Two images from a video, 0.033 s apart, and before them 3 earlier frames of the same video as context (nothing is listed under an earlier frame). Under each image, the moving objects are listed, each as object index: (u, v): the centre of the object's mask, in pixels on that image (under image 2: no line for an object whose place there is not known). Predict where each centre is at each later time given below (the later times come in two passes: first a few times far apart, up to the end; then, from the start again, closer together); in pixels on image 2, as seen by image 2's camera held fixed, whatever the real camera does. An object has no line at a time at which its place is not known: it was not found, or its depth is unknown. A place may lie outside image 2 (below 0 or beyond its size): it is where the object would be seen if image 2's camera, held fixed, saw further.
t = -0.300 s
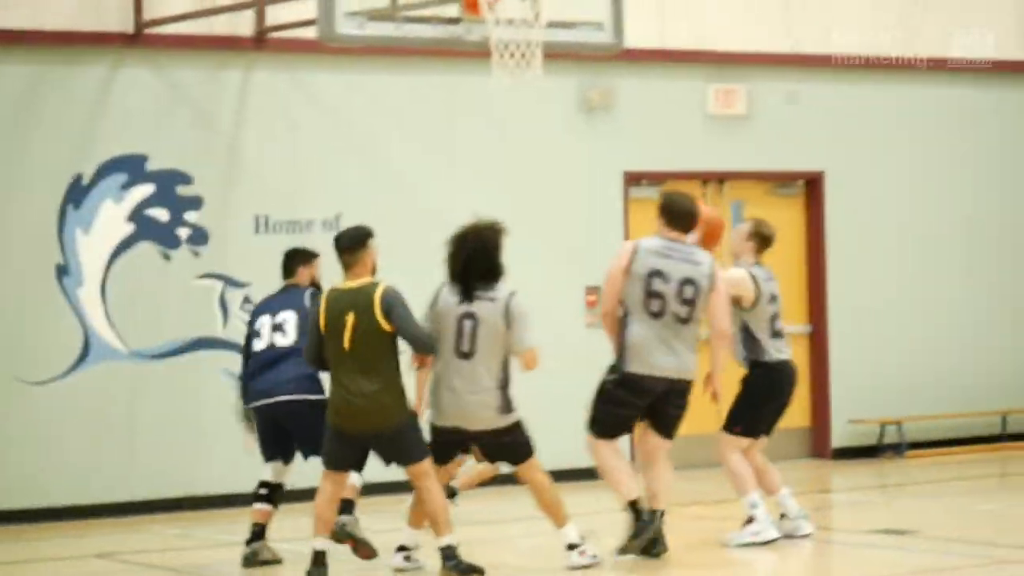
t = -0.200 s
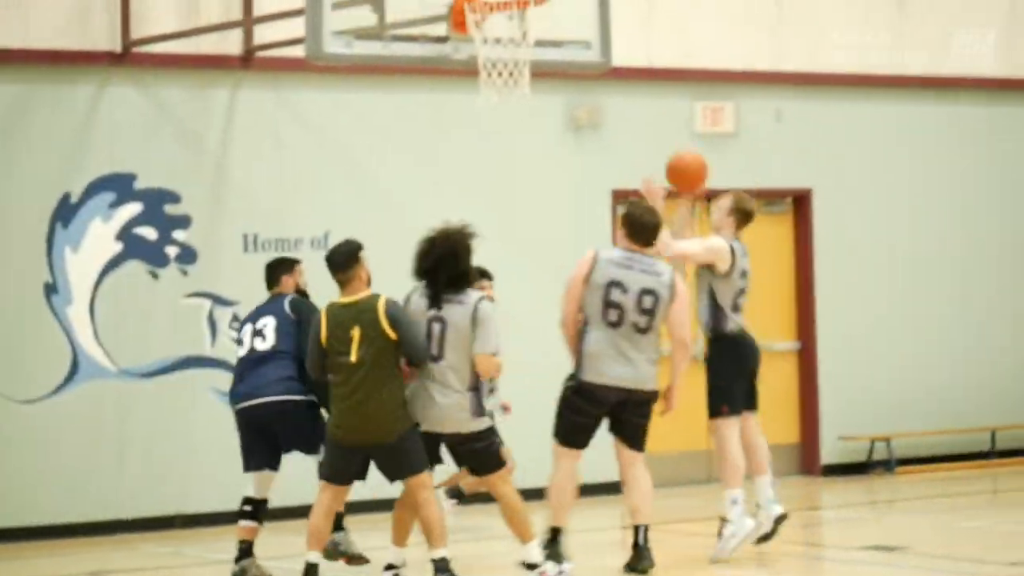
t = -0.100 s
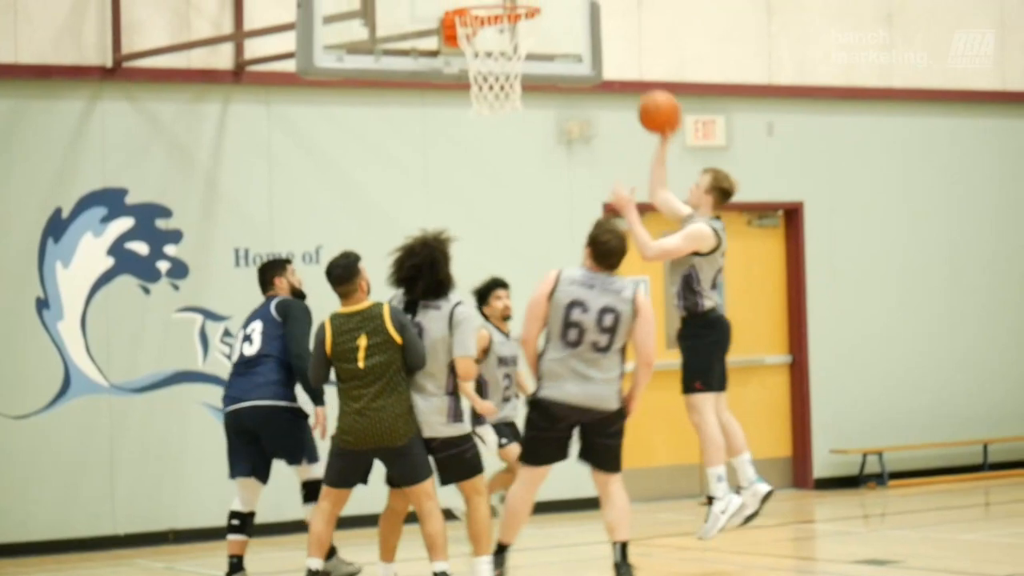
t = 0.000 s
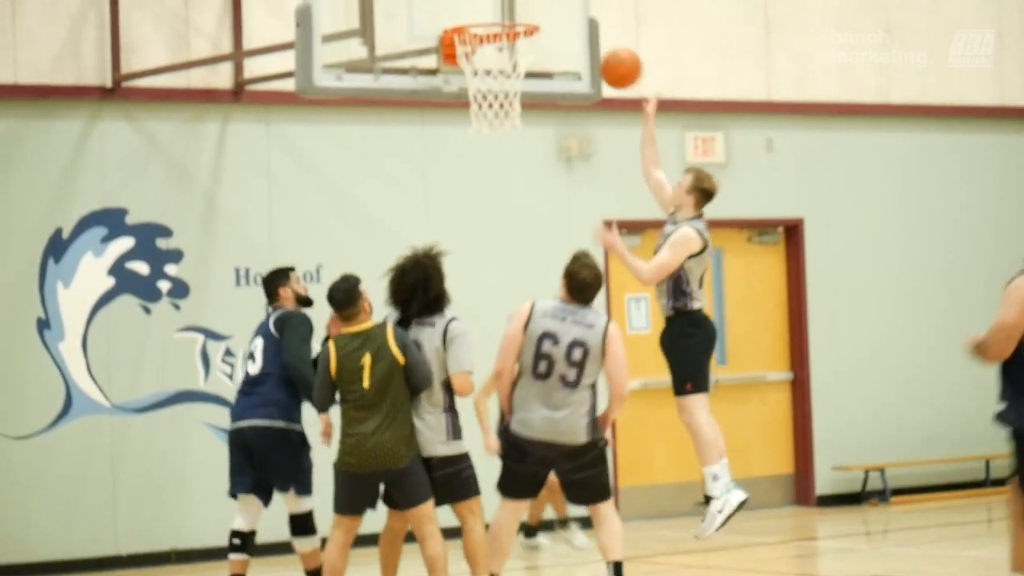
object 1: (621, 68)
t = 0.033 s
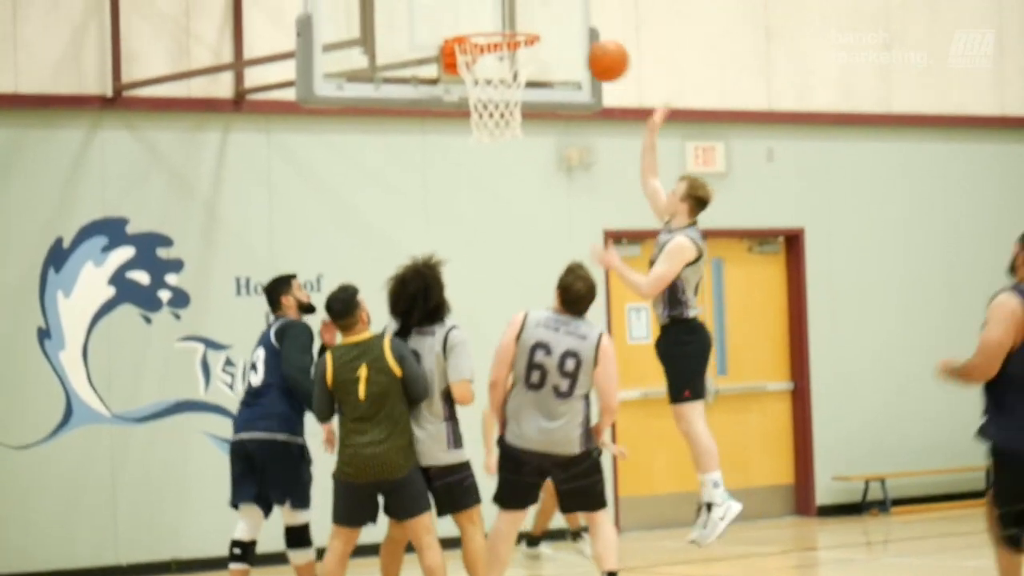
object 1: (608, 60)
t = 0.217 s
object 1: (535, 2)
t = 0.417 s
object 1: (517, 8)
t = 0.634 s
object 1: (495, 47)
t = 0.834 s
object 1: (482, 100)
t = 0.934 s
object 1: (487, 130)
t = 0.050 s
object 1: (601, 53)
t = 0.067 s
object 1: (595, 45)
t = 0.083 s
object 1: (588, 39)
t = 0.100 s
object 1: (581, 33)
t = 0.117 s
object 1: (575, 27)
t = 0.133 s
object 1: (568, 21)
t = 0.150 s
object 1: (561, 17)
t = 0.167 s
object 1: (555, 12)
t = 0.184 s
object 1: (548, 8)
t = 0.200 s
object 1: (542, 5)
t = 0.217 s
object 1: (535, 2)
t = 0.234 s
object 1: (528, 0)
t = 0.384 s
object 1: (518, 2)
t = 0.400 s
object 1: (518, 5)
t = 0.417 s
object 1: (517, 8)
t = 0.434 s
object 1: (517, 12)
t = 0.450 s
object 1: (516, 14)
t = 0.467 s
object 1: (516, 18)
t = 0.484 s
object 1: (514, 17)
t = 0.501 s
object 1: (511, 18)
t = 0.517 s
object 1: (509, 18)
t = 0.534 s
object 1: (507, 19)
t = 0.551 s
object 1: (505, 20)
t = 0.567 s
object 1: (503, 22)
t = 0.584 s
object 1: (500, 25)
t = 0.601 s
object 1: (498, 37)
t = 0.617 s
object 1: (497, 42)
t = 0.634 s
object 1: (495, 47)
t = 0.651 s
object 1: (494, 52)
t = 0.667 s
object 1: (491, 58)
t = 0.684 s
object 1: (490, 63)
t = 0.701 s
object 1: (487, 69)
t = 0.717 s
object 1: (486, 75)
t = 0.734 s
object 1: (484, 80)
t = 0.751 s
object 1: (484, 85)
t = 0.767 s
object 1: (483, 89)
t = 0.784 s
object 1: (483, 93)
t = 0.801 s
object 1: (482, 95)
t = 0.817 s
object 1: (483, 97)
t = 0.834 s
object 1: (482, 100)
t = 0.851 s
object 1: (483, 103)
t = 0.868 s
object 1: (484, 106)
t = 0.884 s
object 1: (485, 111)
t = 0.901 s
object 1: (486, 114)
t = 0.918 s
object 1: (486, 120)
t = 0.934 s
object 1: (487, 130)
